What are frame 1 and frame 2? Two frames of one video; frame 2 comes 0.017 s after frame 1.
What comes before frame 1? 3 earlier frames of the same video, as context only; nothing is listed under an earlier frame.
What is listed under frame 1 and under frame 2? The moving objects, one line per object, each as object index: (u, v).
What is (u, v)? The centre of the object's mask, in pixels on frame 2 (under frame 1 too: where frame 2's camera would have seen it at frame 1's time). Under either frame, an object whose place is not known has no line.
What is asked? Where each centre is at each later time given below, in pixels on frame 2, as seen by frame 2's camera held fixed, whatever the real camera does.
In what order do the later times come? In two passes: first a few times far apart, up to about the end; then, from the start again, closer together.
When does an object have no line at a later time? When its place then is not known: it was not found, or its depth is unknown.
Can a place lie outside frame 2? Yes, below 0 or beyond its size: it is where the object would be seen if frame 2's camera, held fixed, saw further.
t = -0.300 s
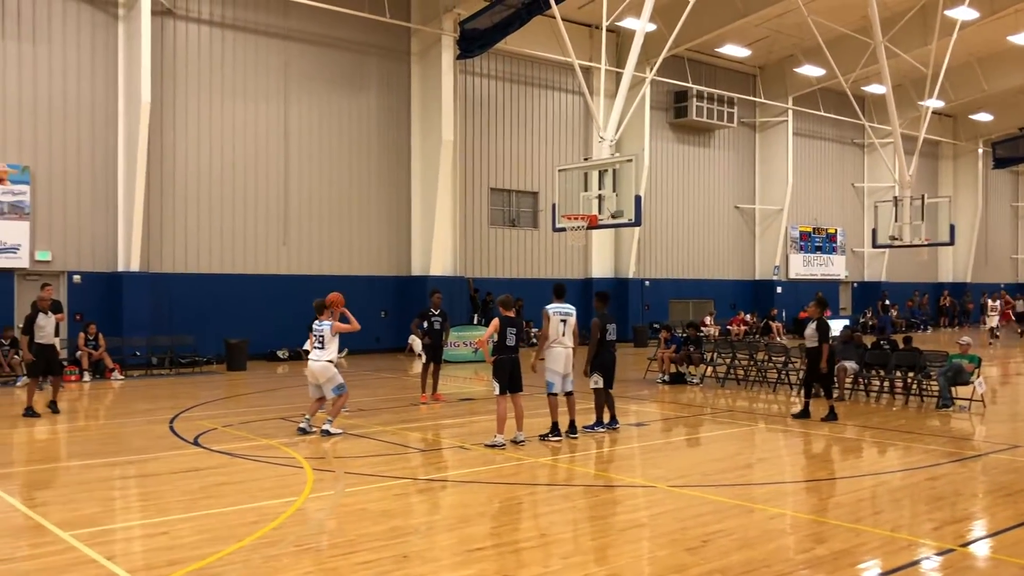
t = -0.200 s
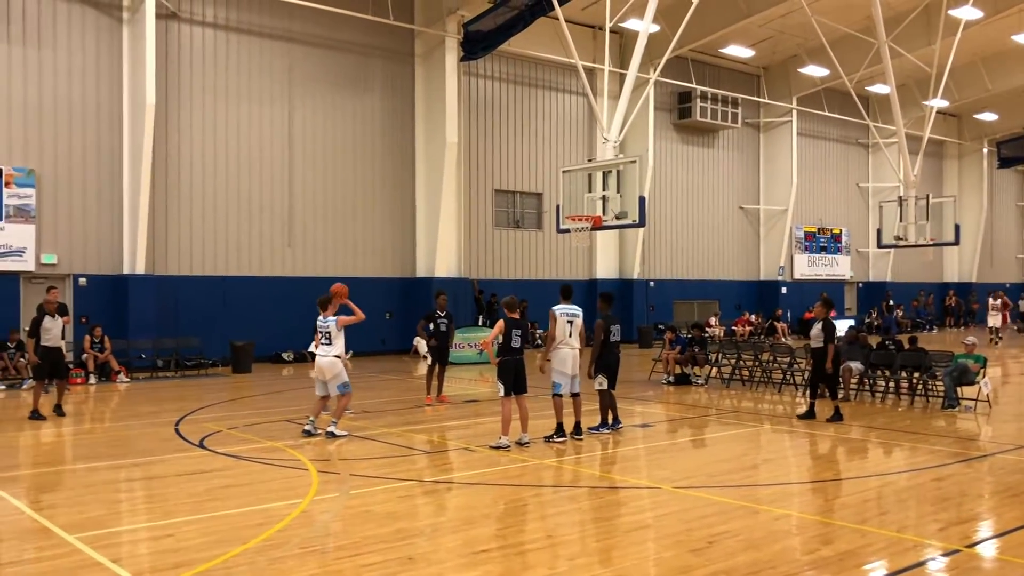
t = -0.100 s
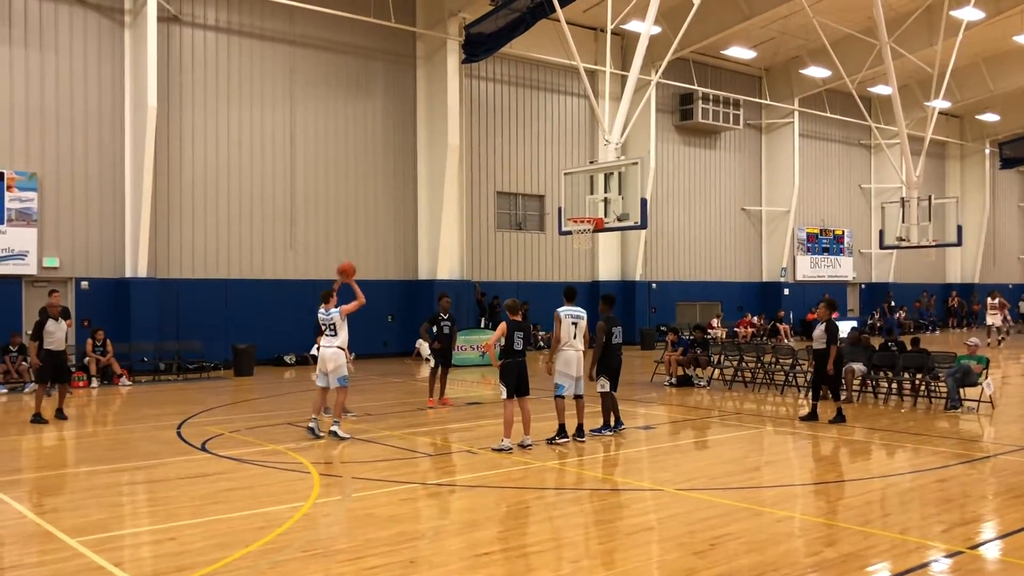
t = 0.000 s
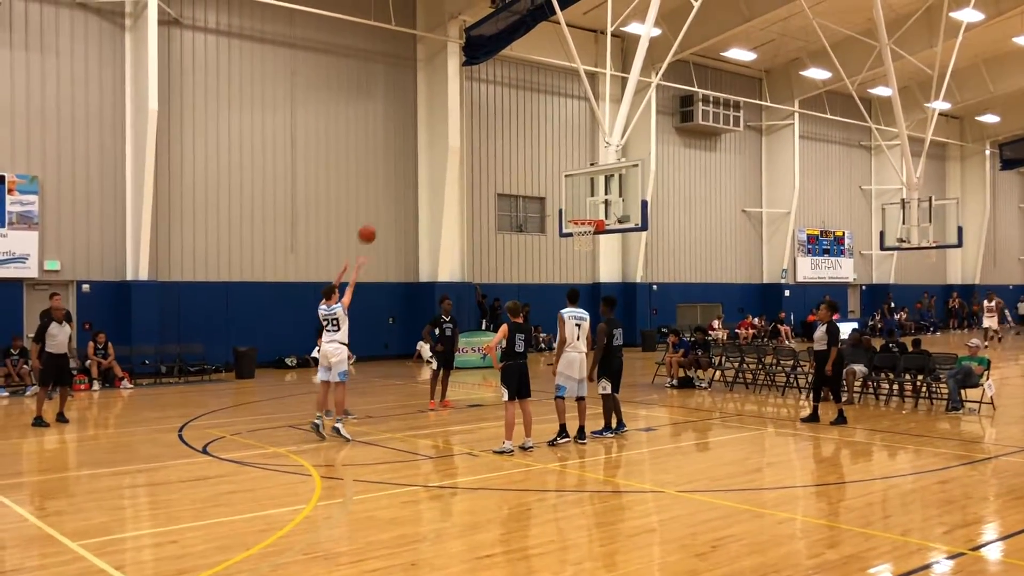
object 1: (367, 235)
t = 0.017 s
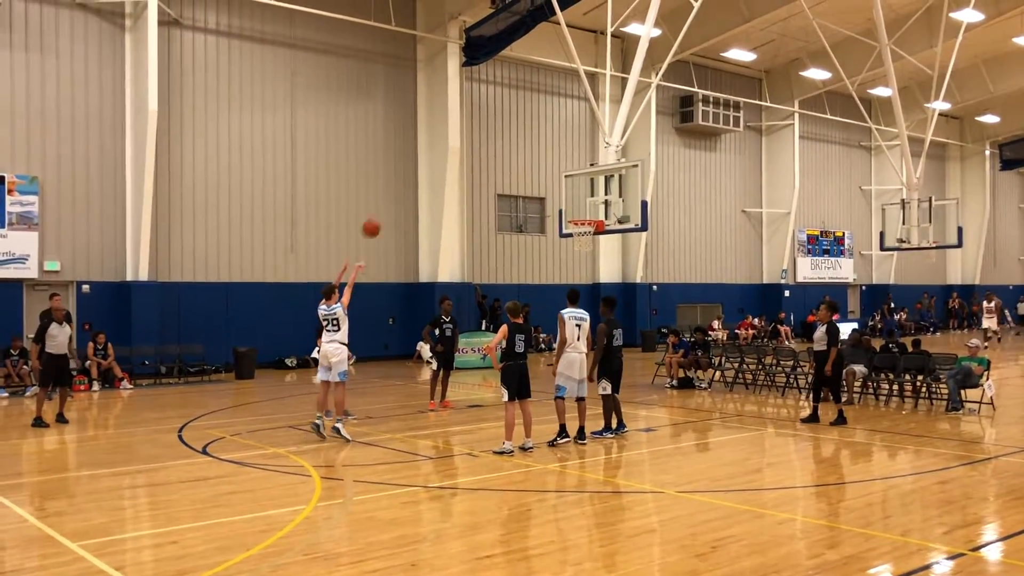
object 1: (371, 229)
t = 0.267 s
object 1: (431, 160)
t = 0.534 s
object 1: (490, 140)
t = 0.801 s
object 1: (542, 166)
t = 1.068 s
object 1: (587, 225)
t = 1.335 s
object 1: (587, 230)
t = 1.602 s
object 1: (581, 254)
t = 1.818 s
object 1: (583, 295)
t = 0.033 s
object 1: (375, 222)
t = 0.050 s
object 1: (379, 216)
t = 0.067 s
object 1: (383, 211)
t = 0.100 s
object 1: (392, 200)
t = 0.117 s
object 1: (396, 195)
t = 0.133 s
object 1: (400, 191)
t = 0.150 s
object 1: (403, 185)
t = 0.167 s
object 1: (408, 182)
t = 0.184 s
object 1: (412, 177)
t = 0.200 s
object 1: (416, 173)
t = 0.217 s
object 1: (420, 169)
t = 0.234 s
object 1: (424, 166)
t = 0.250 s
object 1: (427, 163)
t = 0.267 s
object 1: (431, 160)
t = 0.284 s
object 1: (435, 157)
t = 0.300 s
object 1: (439, 155)
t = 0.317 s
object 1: (443, 152)
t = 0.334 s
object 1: (446, 150)
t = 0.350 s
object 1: (450, 149)
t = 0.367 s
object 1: (454, 147)
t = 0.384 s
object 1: (458, 145)
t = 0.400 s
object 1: (462, 144)
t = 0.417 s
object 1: (465, 143)
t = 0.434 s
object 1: (468, 142)
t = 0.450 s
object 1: (472, 141)
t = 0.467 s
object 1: (476, 141)
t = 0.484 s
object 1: (479, 140)
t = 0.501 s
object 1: (483, 140)
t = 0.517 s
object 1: (486, 140)
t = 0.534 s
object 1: (490, 140)
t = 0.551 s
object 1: (493, 140)
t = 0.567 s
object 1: (497, 141)
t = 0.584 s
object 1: (500, 141)
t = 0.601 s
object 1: (503, 143)
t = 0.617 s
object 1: (506, 143)
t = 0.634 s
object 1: (510, 144)
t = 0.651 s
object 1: (513, 147)
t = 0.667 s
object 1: (516, 148)
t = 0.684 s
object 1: (520, 149)
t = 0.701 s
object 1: (523, 151)
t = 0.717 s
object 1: (526, 153)
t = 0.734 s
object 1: (530, 156)
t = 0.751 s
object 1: (533, 158)
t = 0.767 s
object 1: (536, 160)
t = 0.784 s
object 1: (539, 163)
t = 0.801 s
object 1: (542, 166)
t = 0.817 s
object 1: (545, 169)
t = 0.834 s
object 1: (548, 172)
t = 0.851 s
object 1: (551, 175)
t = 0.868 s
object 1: (554, 179)
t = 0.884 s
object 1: (557, 182)
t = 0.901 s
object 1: (560, 186)
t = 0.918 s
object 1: (563, 190)
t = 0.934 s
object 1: (566, 194)
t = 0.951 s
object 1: (569, 198)
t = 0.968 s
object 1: (572, 202)
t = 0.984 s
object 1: (575, 206)
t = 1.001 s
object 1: (578, 211)
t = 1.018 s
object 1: (581, 214)
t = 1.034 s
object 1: (583, 220)
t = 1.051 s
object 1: (586, 222)
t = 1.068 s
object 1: (587, 225)
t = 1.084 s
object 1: (589, 227)
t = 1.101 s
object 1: (590, 229)
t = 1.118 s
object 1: (590, 230)
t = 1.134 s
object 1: (591, 229)
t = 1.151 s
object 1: (591, 229)
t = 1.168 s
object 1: (590, 229)
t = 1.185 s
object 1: (590, 229)
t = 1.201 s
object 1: (590, 228)
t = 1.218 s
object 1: (589, 228)
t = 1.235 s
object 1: (589, 229)
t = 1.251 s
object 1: (589, 229)
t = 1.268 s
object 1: (588, 229)
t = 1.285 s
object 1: (588, 229)
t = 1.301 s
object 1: (588, 229)
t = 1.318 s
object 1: (588, 230)
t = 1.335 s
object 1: (587, 230)
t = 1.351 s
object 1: (586, 233)
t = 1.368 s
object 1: (585, 234)
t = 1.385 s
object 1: (585, 236)
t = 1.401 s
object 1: (584, 236)
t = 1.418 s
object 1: (584, 237)
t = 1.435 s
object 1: (583, 238)
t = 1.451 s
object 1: (583, 239)
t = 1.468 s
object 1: (583, 240)
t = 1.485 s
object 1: (582, 241)
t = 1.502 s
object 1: (582, 243)
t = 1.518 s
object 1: (581, 245)
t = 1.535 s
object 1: (582, 247)
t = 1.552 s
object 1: (581, 252)
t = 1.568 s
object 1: (581, 252)
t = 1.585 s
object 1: (581, 253)
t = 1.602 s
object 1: (581, 254)
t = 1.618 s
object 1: (581, 256)
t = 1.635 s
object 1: (581, 259)
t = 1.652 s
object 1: (581, 261)
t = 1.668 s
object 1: (581, 264)
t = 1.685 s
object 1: (581, 267)
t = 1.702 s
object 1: (581, 270)
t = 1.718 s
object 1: (581, 273)
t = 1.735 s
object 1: (581, 276)
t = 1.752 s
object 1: (581, 279)
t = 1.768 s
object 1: (582, 284)
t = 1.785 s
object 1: (582, 287)
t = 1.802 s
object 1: (583, 291)
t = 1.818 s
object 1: (583, 295)
